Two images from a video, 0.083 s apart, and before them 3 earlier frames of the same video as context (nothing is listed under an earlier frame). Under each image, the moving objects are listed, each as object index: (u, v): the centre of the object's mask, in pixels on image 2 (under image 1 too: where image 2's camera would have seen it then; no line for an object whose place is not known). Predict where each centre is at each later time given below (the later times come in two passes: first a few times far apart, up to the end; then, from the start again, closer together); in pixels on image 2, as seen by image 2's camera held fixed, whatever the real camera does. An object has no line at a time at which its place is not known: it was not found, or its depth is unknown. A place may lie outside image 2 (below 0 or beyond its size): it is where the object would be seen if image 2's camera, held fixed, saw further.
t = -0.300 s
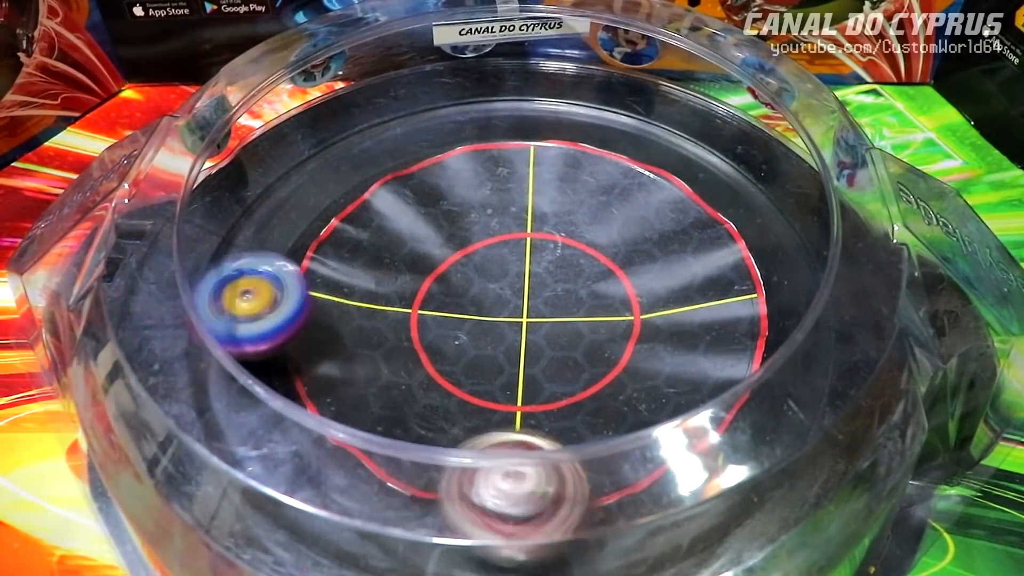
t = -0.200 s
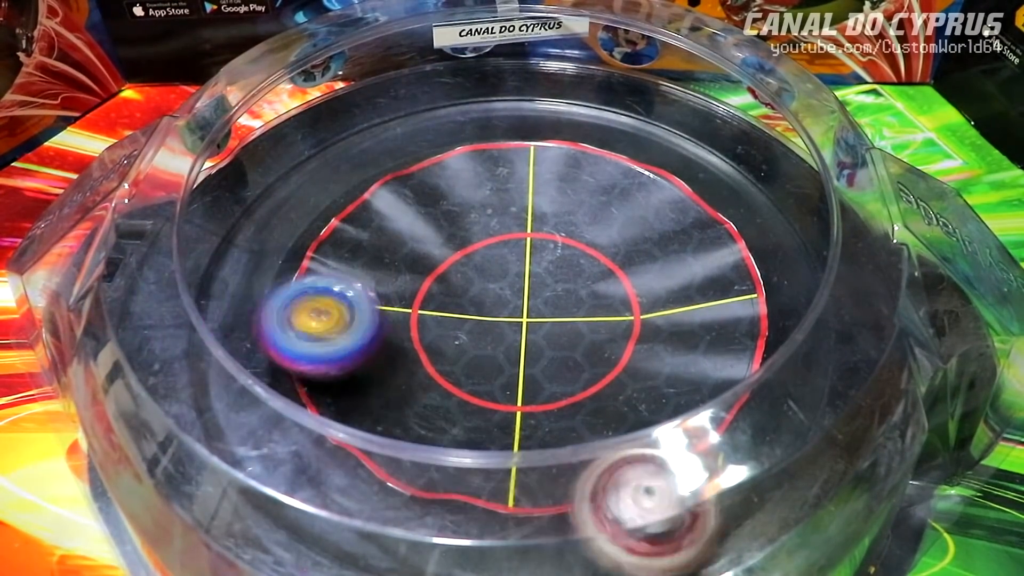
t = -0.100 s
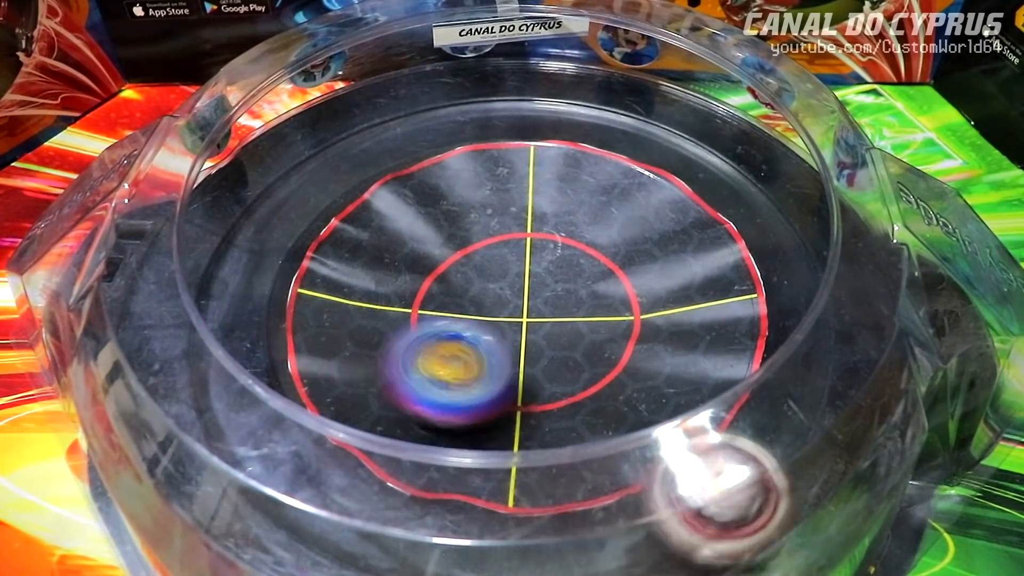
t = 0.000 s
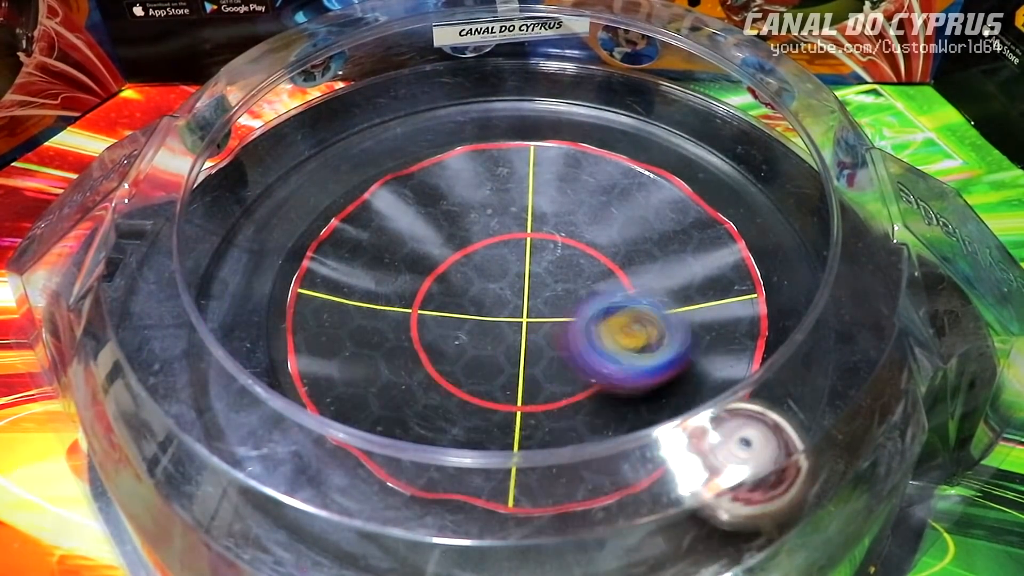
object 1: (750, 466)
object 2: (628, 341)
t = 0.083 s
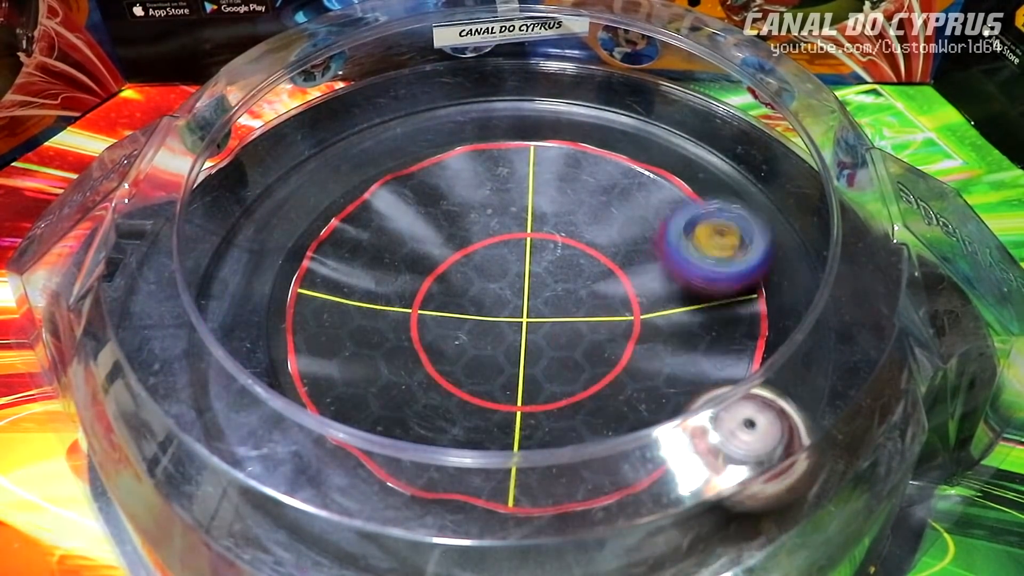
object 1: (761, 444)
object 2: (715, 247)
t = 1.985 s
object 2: (672, 129)
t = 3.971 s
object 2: (497, 468)
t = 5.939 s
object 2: (511, 195)
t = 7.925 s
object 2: (430, 305)
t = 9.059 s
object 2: (562, 330)
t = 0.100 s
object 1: (759, 439)
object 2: (723, 226)
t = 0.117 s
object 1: (758, 435)
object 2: (726, 208)
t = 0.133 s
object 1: (755, 431)
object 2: (726, 189)
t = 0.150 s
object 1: (746, 433)
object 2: (724, 171)
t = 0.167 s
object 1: (746, 422)
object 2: (722, 158)
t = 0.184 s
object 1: (744, 420)
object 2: (719, 146)
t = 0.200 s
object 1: (743, 418)
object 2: (718, 135)
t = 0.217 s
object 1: (742, 417)
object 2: (714, 119)
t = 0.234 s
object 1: (741, 416)
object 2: (702, 107)
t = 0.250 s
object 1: (739, 414)
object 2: (690, 98)
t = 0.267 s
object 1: (737, 413)
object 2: (678, 93)
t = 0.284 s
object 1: (735, 419)
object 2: (666, 91)
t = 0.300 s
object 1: (734, 417)
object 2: (654, 82)
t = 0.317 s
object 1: (732, 412)
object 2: (644, 75)
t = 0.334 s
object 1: (730, 411)
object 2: (633, 72)
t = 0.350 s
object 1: (729, 409)
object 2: (621, 69)
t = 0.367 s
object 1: (727, 408)
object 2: (608, 71)
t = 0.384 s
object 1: (725, 407)
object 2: (595, 71)
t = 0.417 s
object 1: (724, 404)
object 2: (567, 74)
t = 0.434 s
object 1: (723, 403)
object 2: (554, 76)
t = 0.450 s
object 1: (722, 402)
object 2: (540, 78)
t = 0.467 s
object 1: (722, 400)
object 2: (525, 82)
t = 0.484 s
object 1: (721, 397)
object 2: (514, 85)
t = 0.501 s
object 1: (719, 393)
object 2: (504, 86)
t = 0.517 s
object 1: (717, 391)
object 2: (494, 88)
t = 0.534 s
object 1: (714, 381)
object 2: (485, 90)
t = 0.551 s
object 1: (710, 374)
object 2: (475, 93)
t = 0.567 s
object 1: (699, 362)
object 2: (465, 96)
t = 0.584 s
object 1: (699, 358)
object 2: (456, 99)
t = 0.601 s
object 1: (699, 352)
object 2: (446, 103)
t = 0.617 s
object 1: (697, 345)
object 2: (436, 105)
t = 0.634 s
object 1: (694, 337)
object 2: (427, 108)
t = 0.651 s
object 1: (690, 328)
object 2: (418, 113)
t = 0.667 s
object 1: (684, 318)
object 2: (409, 118)
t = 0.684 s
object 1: (677, 308)
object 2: (399, 123)
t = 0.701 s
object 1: (670, 298)
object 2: (390, 128)
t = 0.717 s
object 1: (662, 288)
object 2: (380, 134)
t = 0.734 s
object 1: (653, 279)
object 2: (371, 140)
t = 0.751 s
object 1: (644, 269)
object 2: (361, 151)
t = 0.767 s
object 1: (634, 260)
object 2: (352, 163)
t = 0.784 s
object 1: (624, 251)
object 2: (343, 175)
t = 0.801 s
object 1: (614, 242)
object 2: (334, 190)
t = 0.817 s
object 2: (325, 205)
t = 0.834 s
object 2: (318, 223)
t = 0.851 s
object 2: (314, 244)
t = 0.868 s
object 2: (311, 266)
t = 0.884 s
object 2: (310, 288)
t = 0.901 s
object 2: (313, 310)
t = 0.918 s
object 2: (318, 336)
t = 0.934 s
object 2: (329, 356)
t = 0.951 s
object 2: (346, 371)
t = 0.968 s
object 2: (359, 397)
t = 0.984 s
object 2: (383, 418)
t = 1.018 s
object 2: (439, 451)
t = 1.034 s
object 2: (471, 462)
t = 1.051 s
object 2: (507, 470)
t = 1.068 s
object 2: (542, 473)
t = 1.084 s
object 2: (579, 470)
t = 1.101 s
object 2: (606, 468)
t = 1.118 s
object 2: (642, 464)
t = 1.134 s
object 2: (672, 463)
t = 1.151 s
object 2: (698, 460)
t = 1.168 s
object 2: (719, 456)
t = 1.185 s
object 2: (755, 452)
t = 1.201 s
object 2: (770, 447)
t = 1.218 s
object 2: (779, 441)
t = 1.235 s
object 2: (786, 433)
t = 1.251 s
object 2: (797, 424)
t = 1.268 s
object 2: (803, 413)
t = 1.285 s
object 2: (806, 399)
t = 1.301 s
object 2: (810, 385)
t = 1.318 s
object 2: (812, 372)
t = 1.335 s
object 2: (814, 362)
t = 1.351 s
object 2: (818, 352)
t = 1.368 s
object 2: (821, 343)
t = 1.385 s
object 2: (825, 336)
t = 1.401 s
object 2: (828, 329)
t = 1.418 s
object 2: (829, 321)
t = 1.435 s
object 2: (830, 312)
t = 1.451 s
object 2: (828, 302)
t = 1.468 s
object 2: (826, 293)
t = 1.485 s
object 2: (824, 284)
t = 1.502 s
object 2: (821, 275)
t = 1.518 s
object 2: (819, 267)
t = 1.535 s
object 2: (817, 259)
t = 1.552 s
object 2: (814, 252)
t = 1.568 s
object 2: (811, 246)
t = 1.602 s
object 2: (806, 234)
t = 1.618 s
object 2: (803, 228)
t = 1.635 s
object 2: (799, 222)
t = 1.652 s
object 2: (790, 216)
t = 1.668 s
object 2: (789, 211)
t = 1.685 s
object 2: (786, 206)
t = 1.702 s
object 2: (783, 201)
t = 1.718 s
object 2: (779, 195)
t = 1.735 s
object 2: (776, 190)
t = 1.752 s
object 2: (772, 185)
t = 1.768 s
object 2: (768, 181)
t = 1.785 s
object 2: (763, 176)
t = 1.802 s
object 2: (755, 171)
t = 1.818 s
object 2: (749, 167)
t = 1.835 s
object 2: (743, 162)
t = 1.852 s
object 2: (736, 159)
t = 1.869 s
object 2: (729, 154)
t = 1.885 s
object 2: (723, 151)
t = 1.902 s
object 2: (715, 147)
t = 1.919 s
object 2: (706, 143)
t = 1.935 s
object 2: (698, 139)
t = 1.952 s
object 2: (690, 136)
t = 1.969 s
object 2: (682, 133)
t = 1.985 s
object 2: (672, 129)
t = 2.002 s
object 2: (663, 126)
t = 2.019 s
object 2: (653, 123)
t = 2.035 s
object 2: (644, 121)
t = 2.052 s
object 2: (634, 119)
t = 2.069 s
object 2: (624, 116)
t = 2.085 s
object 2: (613, 115)
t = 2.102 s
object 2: (603, 113)
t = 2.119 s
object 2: (591, 112)
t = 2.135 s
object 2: (580, 111)
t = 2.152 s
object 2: (568, 111)
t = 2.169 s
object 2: (556, 111)
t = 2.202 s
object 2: (528, 116)
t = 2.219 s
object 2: (512, 120)
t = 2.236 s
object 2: (496, 124)
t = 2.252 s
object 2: (477, 129)
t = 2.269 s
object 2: (457, 135)
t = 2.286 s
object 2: (437, 144)
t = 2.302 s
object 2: (416, 153)
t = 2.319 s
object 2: (395, 163)
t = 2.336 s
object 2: (376, 175)
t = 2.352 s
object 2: (358, 188)
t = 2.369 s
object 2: (339, 204)
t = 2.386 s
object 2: (322, 221)
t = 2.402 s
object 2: (306, 238)
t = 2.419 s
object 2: (293, 259)
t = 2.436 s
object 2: (283, 282)
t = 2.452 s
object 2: (276, 306)
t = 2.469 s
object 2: (277, 326)
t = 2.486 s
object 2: (274, 353)
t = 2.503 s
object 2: (279, 381)
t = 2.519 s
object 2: (285, 407)
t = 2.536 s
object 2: (296, 428)
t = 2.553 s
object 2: (303, 456)
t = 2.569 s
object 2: (313, 477)
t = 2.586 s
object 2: (321, 497)
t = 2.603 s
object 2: (334, 511)
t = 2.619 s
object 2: (343, 520)
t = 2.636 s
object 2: (362, 523)
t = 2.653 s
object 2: (382, 524)
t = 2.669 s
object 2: (406, 526)
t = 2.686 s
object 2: (427, 527)
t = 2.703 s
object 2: (447, 529)
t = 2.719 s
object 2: (465, 530)
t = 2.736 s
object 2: (482, 532)
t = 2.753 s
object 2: (499, 533)
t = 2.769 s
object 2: (518, 533)
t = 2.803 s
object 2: (559, 530)
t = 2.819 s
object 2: (578, 528)
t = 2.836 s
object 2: (594, 526)
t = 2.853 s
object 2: (610, 525)
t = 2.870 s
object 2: (623, 523)
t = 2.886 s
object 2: (634, 523)
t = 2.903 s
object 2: (645, 523)
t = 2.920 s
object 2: (657, 521)
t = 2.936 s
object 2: (668, 520)
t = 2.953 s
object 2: (680, 519)
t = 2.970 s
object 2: (692, 502)
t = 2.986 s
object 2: (701, 497)
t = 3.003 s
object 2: (711, 491)
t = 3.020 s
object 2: (719, 485)
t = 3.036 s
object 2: (726, 479)
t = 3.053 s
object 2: (733, 474)
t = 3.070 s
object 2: (751, 470)
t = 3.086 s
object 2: (759, 465)
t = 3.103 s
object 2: (764, 457)
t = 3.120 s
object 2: (770, 451)
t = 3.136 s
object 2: (773, 444)
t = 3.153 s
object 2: (776, 438)
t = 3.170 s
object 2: (775, 430)
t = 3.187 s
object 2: (779, 423)
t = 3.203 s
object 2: (780, 418)
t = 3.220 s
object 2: (782, 411)
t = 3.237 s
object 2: (784, 404)
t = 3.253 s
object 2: (785, 398)
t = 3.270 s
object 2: (786, 390)
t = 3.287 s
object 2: (787, 383)
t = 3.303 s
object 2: (788, 377)
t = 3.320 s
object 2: (789, 370)
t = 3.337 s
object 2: (788, 363)
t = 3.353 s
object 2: (788, 355)
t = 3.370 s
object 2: (788, 347)
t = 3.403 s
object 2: (786, 332)
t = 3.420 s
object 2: (784, 325)
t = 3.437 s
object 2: (782, 316)
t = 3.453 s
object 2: (779, 309)
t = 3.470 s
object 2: (776, 301)
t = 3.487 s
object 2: (767, 291)
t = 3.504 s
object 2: (767, 285)
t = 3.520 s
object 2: (764, 279)
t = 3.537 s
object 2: (760, 271)
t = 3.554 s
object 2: (752, 263)
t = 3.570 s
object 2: (743, 254)
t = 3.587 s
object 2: (733, 243)
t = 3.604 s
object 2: (720, 234)
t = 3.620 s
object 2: (707, 222)
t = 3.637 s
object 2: (693, 212)
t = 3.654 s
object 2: (677, 199)
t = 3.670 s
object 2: (660, 188)
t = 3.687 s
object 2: (644, 183)
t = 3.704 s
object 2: (636, 201)
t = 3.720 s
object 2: (632, 229)
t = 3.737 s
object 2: (623, 258)
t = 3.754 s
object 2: (614, 283)
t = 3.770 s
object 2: (603, 307)
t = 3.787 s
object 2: (590, 330)
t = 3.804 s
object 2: (580, 348)
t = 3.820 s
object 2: (568, 364)
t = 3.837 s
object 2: (556, 380)
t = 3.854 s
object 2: (544, 393)
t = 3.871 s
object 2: (534, 402)
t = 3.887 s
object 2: (525, 419)
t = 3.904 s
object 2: (516, 432)
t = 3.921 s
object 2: (510, 443)
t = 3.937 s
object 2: (505, 452)
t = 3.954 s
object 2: (500, 464)
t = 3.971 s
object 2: (497, 468)
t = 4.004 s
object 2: (493, 479)
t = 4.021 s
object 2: (492, 490)
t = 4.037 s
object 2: (489, 500)
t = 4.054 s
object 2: (486, 516)
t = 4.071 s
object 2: (481, 523)
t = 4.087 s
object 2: (477, 529)
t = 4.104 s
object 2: (472, 534)
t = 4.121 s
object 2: (469, 534)
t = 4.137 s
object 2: (465, 536)
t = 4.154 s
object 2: (462, 539)
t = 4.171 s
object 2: (460, 542)
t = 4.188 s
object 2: (453, 543)
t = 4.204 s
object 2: (446, 546)
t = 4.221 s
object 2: (444, 548)
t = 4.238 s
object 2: (440, 545)
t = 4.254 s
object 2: (437, 544)
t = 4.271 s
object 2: (434, 543)
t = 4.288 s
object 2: (428, 542)
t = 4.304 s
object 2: (422, 543)
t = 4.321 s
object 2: (417, 543)
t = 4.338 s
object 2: (409, 543)
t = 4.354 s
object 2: (400, 543)
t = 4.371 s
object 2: (389, 544)
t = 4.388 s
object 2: (380, 544)
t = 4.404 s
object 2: (373, 543)
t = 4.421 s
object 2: (366, 540)
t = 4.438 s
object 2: (359, 539)
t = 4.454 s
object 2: (348, 537)
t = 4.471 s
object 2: (337, 535)
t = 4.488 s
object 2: (326, 535)
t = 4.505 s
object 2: (317, 533)
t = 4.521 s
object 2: (311, 529)
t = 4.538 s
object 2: (304, 523)
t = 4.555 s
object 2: (296, 517)
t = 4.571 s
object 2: (292, 513)
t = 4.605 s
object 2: (278, 501)
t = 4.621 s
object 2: (274, 495)
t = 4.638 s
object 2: (269, 488)
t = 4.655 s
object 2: (266, 481)
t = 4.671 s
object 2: (264, 474)
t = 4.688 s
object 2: (266, 470)
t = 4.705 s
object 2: (270, 463)
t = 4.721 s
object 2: (273, 454)
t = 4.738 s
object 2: (274, 446)
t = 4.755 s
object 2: (274, 437)
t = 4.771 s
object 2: (274, 427)
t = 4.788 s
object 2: (271, 421)
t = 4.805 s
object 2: (269, 413)
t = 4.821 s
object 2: (268, 403)
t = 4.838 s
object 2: (266, 395)
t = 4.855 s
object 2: (265, 385)
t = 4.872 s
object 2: (263, 376)
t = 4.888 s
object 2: (263, 368)
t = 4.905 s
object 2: (262, 359)
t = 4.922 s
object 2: (260, 351)
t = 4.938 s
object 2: (259, 345)
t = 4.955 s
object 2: (258, 336)
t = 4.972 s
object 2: (258, 329)
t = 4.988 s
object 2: (257, 322)
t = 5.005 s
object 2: (258, 315)
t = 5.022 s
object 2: (259, 309)
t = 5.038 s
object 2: (258, 304)
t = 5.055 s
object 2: (258, 299)
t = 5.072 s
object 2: (258, 294)
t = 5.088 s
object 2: (259, 291)
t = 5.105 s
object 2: (261, 288)
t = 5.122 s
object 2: (265, 286)
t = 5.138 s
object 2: (269, 285)
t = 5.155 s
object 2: (274, 286)
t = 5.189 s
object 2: (291, 292)
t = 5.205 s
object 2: (298, 295)
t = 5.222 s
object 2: (307, 299)
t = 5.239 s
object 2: (318, 302)
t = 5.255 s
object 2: (328, 306)
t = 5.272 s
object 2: (339, 309)
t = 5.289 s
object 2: (354, 311)
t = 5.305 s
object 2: (366, 314)
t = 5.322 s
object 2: (378, 314)
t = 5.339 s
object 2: (394, 316)
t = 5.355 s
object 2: (409, 317)
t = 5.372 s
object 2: (423, 319)
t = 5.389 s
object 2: (438, 318)
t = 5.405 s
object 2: (455, 315)
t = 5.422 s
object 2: (469, 313)
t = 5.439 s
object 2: (483, 309)
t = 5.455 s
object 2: (499, 301)
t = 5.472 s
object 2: (511, 293)
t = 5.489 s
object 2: (523, 286)
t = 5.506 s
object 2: (533, 282)
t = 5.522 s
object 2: (543, 278)
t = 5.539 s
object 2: (550, 274)
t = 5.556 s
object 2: (556, 269)
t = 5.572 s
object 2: (562, 264)
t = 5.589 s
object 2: (567, 258)
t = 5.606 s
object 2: (570, 251)
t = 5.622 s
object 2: (572, 245)
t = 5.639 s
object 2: (573, 238)
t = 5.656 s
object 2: (572, 231)
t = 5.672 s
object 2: (571, 226)
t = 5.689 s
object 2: (569, 220)
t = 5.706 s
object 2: (566, 214)
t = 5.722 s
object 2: (563, 210)
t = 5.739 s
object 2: (559, 206)
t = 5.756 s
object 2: (555, 201)
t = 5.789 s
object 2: (549, 193)
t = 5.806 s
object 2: (545, 190)
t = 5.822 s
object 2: (541, 187)
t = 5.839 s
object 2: (538, 186)
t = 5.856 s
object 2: (533, 185)
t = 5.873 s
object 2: (530, 185)
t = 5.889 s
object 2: (524, 187)
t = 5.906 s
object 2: (519, 189)
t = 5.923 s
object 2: (515, 192)
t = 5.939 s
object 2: (511, 195)
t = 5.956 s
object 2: (506, 203)
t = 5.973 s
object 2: (502, 208)
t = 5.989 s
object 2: (499, 215)
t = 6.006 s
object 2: (496, 224)
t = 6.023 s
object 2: (494, 230)
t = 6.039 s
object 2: (494, 241)
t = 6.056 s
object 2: (492, 250)
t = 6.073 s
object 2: (493, 259)
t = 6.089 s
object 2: (495, 268)
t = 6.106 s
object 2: (499, 277)
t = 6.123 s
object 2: (502, 286)
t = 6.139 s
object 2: (508, 294)
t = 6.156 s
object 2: (514, 300)
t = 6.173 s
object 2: (522, 308)
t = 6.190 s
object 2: (530, 315)
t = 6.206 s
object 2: (539, 318)
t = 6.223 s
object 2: (548, 322)
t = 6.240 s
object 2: (554, 323)
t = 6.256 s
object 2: (554, 323)
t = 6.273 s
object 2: (556, 322)
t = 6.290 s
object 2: (558, 321)
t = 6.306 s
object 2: (560, 320)
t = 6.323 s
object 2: (564, 318)
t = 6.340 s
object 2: (567, 317)
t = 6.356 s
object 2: (571, 315)
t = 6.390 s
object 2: (577, 311)
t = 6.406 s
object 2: (579, 307)
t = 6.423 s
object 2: (580, 304)
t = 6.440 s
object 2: (579, 301)
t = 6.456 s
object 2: (578, 297)
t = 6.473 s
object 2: (575, 294)
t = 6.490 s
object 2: (570, 292)
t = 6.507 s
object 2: (566, 289)
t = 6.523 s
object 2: (560, 287)
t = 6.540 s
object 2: (553, 286)
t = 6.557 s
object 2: (546, 285)
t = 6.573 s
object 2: (538, 285)
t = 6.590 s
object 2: (531, 286)
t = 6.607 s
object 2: (524, 286)
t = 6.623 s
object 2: (516, 288)
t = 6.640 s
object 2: (509, 292)
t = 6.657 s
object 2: (501, 295)
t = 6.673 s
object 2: (495, 301)
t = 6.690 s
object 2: (490, 304)
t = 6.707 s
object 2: (485, 308)
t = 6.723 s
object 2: (481, 312)
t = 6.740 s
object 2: (478, 317)
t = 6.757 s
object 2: (476, 323)
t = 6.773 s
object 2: (476, 328)
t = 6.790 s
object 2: (477, 334)
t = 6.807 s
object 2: (478, 338)
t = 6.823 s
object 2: (482, 341)
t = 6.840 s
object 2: (486, 346)
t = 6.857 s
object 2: (491, 348)
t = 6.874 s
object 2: (497, 351)
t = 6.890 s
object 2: (503, 353)
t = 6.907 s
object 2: (511, 353)
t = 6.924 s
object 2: (518, 352)
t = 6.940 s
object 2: (525, 350)
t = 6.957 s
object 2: (531, 347)
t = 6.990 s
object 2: (542, 337)
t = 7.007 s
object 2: (545, 332)
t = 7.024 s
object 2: (546, 325)
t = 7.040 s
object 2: (546, 319)
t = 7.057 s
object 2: (544, 313)
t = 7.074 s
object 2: (542, 307)
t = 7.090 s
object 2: (539, 301)
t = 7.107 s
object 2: (533, 296)
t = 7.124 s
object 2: (528, 290)
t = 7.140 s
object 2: (521, 285)
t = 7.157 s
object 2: (514, 281)
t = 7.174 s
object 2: (506, 277)
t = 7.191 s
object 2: (497, 274)
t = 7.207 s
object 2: (490, 271)
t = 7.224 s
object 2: (481, 269)
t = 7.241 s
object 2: (473, 268)
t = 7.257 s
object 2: (466, 267)
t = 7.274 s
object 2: (456, 268)
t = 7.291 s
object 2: (449, 269)
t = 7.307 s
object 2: (442, 271)
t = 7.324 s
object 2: (436, 274)
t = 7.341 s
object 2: (429, 277)
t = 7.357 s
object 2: (424, 282)
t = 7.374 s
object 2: (420, 286)
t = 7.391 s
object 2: (418, 292)
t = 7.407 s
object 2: (416, 296)
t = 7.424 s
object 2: (416, 302)
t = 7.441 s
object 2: (417, 308)
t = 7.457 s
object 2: (421, 313)
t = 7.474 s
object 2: (426, 319)
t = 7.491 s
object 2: (431, 323)
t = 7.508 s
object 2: (439, 327)
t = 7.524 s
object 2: (448, 331)
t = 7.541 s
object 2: (458, 333)
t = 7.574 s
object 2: (477, 334)
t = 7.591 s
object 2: (486, 333)
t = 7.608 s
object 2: (495, 331)
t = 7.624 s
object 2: (506, 327)
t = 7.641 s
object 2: (514, 322)
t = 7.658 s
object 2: (522, 317)
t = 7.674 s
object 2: (522, 314)
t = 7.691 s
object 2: (506, 313)
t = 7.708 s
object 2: (492, 313)
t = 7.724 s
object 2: (479, 311)
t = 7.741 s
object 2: (469, 308)
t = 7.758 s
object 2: (460, 305)
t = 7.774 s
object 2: (453, 302)
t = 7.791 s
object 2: (448, 301)
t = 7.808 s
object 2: (443, 300)
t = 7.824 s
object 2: (439, 300)
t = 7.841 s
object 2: (436, 299)
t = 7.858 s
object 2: (433, 301)
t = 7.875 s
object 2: (431, 301)
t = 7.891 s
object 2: (429, 303)
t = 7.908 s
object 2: (430, 303)
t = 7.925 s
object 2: (430, 305)
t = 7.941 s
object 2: (432, 306)
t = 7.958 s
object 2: (433, 308)
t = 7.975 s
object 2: (436, 309)
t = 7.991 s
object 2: (440, 310)
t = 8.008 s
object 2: (444, 310)
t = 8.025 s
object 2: (448, 310)
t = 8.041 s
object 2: (454, 309)
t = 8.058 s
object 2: (459, 309)
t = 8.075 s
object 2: (464, 307)
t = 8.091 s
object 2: (469, 304)
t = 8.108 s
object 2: (474, 301)
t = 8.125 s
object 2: (479, 297)
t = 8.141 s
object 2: (483, 293)
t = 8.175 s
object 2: (490, 286)
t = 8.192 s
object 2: (494, 283)
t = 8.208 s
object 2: (499, 284)
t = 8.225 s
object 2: (506, 285)
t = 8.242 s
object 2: (512, 285)
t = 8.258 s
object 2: (518, 283)
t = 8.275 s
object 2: (522, 282)
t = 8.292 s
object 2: (528, 280)
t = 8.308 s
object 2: (534, 278)
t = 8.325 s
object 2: (540, 277)
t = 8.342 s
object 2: (544, 274)
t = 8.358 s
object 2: (549, 272)
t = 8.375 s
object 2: (553, 268)
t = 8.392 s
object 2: (556, 265)
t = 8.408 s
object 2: (558, 261)
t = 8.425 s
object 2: (561, 259)
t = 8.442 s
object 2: (561, 255)
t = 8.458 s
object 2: (562, 253)
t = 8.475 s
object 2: (561, 250)
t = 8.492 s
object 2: (561, 247)
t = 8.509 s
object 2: (559, 245)
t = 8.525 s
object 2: (556, 245)
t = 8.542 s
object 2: (552, 244)
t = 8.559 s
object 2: (549, 244)
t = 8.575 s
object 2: (545, 244)
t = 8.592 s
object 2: (541, 245)
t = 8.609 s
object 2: (536, 248)
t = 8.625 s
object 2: (532, 250)
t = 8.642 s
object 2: (528, 253)
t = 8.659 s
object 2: (524, 257)
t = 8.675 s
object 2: (521, 261)
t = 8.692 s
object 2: (517, 265)
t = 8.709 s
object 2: (516, 270)
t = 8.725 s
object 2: (514, 275)
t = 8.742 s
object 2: (513, 280)
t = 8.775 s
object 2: (512, 289)
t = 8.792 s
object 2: (512, 294)
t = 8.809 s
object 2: (513, 301)
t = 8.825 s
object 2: (514, 305)
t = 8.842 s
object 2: (516, 309)
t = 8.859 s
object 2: (518, 314)
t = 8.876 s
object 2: (521, 317)
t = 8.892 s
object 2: (524, 321)
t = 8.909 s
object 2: (527, 324)
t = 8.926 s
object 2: (532, 327)
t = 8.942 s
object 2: (535, 329)
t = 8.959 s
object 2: (540, 331)
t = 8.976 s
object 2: (543, 332)
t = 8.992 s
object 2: (548, 333)
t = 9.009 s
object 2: (552, 333)
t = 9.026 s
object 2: (556, 333)
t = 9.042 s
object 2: (559, 331)
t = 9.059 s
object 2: (562, 330)
